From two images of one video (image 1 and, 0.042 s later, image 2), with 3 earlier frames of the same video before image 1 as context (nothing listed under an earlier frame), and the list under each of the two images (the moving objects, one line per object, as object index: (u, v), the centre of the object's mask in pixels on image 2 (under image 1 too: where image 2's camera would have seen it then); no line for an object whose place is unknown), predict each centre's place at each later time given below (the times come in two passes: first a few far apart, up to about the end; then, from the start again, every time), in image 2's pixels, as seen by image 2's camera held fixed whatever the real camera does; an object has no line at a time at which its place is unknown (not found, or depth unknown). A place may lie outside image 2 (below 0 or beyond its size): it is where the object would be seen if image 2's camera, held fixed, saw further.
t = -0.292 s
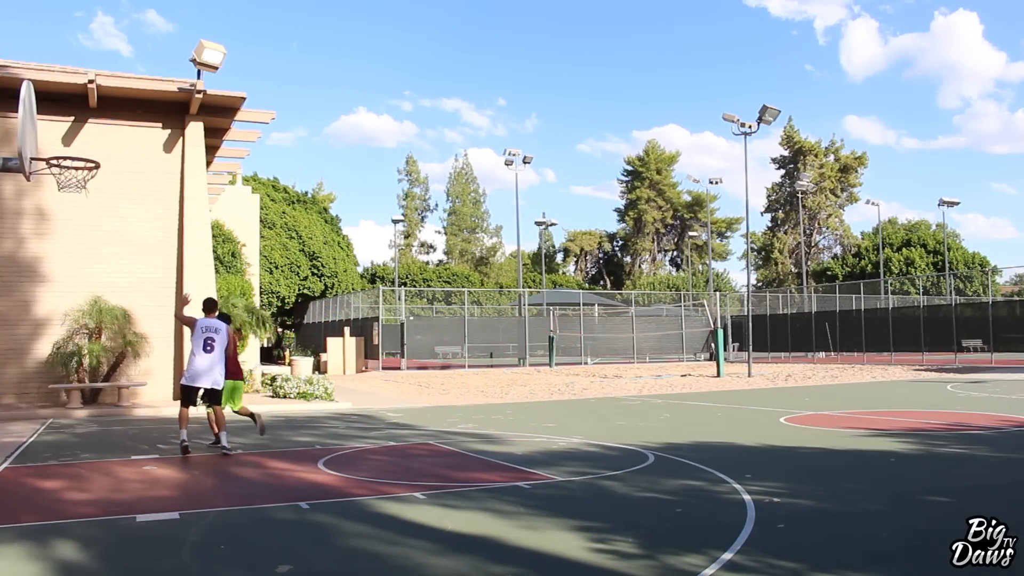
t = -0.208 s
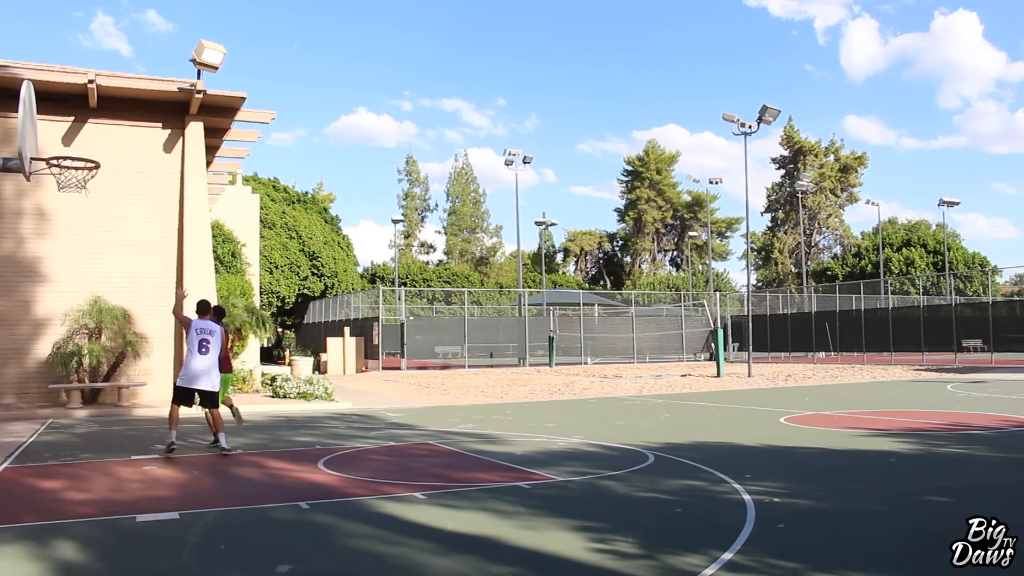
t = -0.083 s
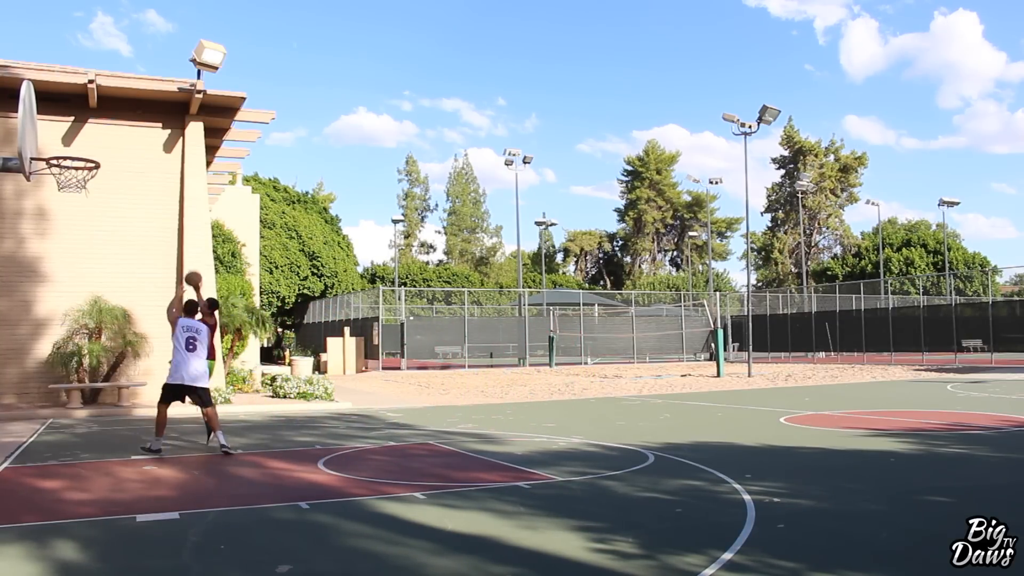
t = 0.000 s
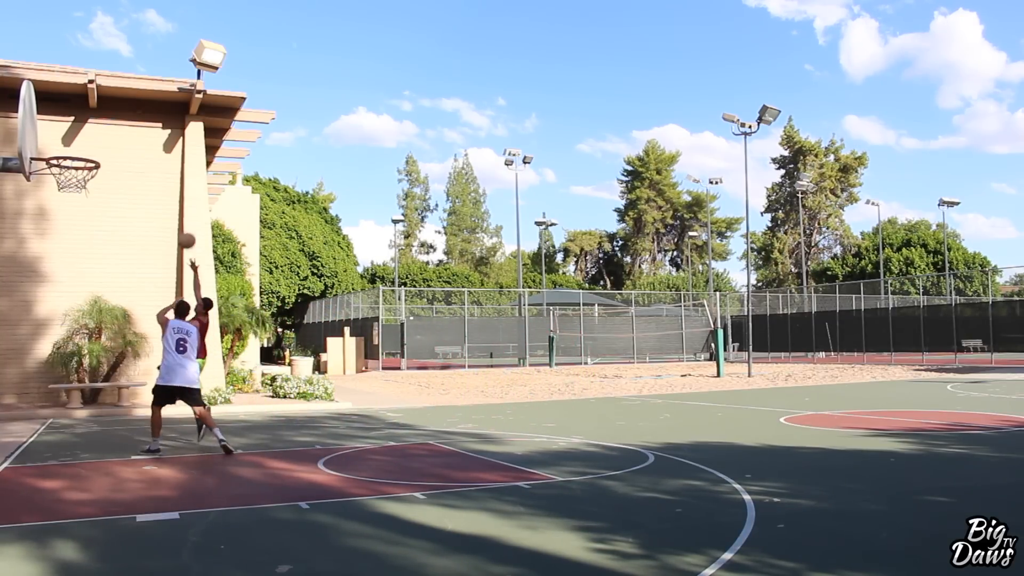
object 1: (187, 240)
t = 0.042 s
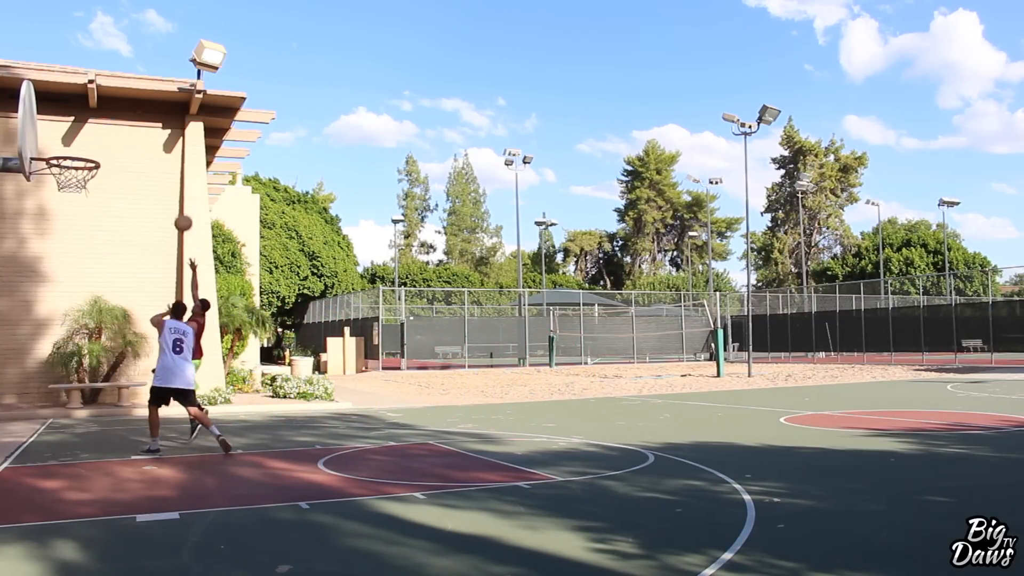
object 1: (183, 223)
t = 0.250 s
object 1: (166, 150)
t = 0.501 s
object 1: (142, 97)
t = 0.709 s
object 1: (118, 88)
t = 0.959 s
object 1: (82, 130)
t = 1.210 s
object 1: (86, 233)
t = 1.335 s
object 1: (98, 300)
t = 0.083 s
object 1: (180, 206)
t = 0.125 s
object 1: (176, 191)
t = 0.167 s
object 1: (173, 176)
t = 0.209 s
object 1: (170, 162)
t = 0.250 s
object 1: (166, 150)
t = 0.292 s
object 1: (163, 138)
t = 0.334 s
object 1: (159, 127)
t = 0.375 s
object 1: (155, 118)
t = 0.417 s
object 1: (151, 110)
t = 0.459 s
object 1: (146, 103)
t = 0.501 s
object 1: (142, 97)
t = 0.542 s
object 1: (138, 92)
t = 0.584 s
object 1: (133, 89)
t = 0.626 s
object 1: (128, 87)
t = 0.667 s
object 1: (123, 87)
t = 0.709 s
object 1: (118, 88)
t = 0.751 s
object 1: (113, 91)
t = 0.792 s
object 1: (107, 95)
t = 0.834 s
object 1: (101, 100)
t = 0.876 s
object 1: (94, 108)
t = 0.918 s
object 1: (88, 117)
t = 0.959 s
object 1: (82, 130)
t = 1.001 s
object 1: (74, 143)
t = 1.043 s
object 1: (67, 160)
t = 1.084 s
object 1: (71, 178)
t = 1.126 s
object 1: (77, 196)
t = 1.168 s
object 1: (81, 213)
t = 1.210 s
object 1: (86, 233)
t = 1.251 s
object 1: (90, 253)
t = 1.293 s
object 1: (94, 276)
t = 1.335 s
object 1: (98, 300)
